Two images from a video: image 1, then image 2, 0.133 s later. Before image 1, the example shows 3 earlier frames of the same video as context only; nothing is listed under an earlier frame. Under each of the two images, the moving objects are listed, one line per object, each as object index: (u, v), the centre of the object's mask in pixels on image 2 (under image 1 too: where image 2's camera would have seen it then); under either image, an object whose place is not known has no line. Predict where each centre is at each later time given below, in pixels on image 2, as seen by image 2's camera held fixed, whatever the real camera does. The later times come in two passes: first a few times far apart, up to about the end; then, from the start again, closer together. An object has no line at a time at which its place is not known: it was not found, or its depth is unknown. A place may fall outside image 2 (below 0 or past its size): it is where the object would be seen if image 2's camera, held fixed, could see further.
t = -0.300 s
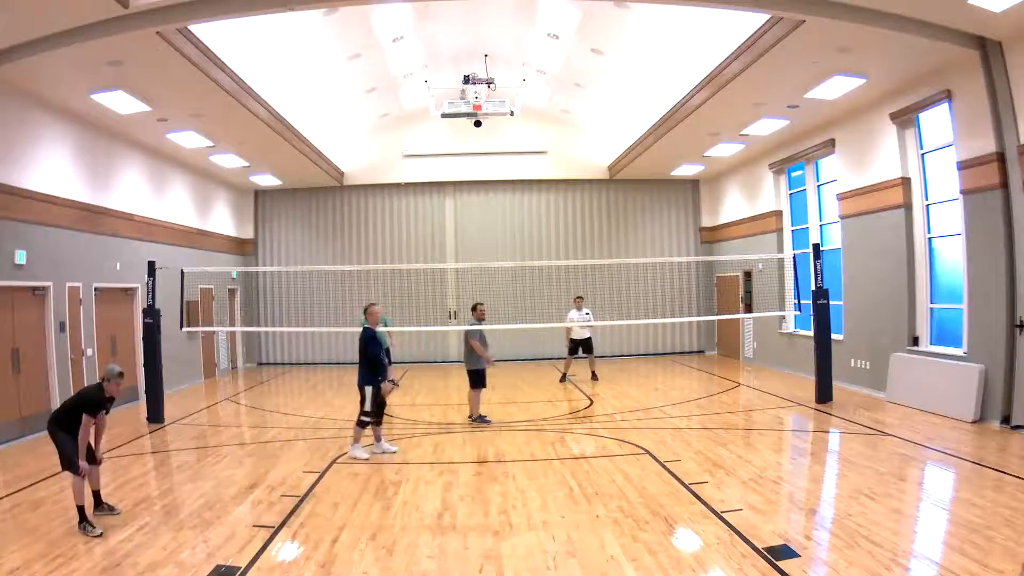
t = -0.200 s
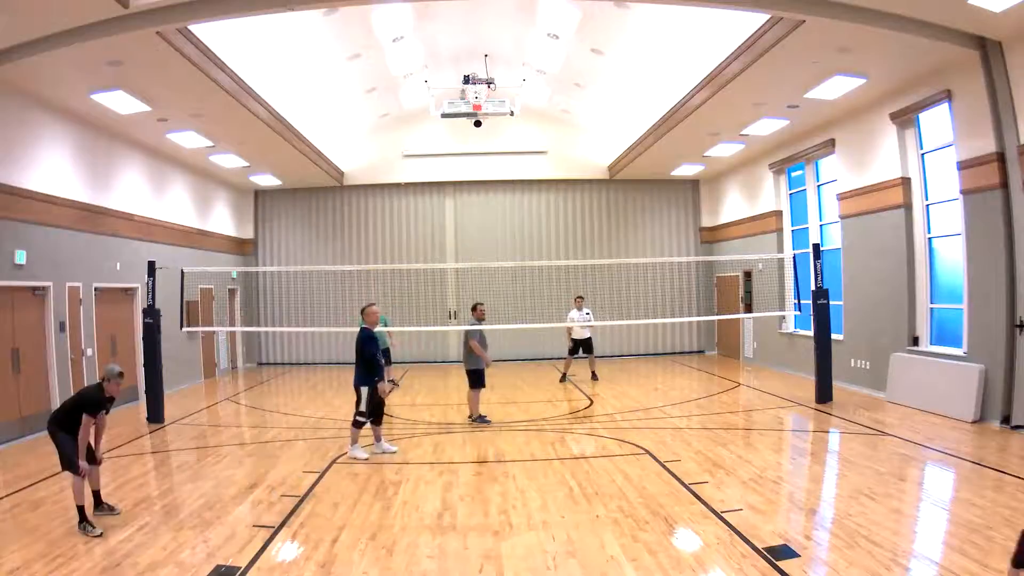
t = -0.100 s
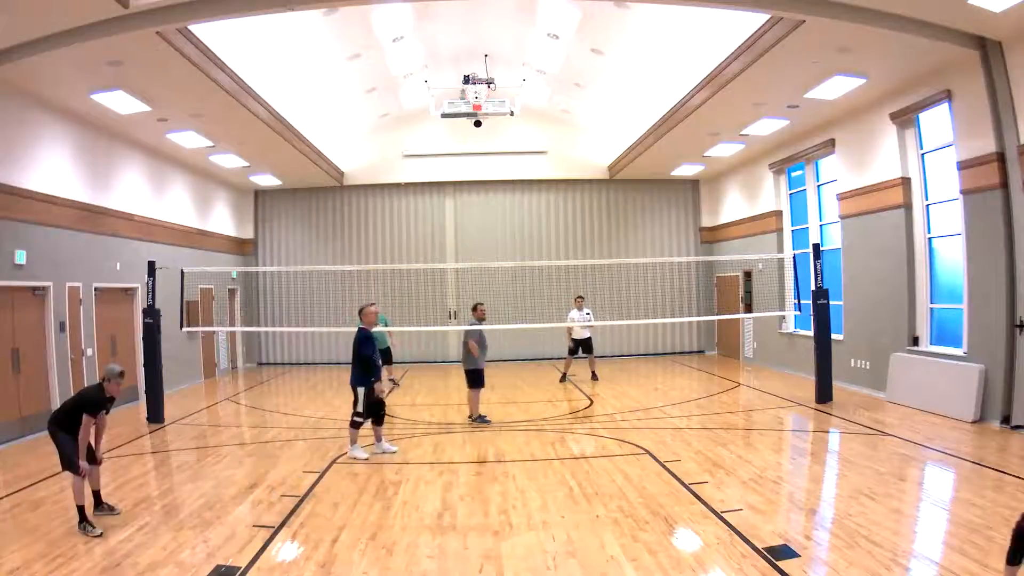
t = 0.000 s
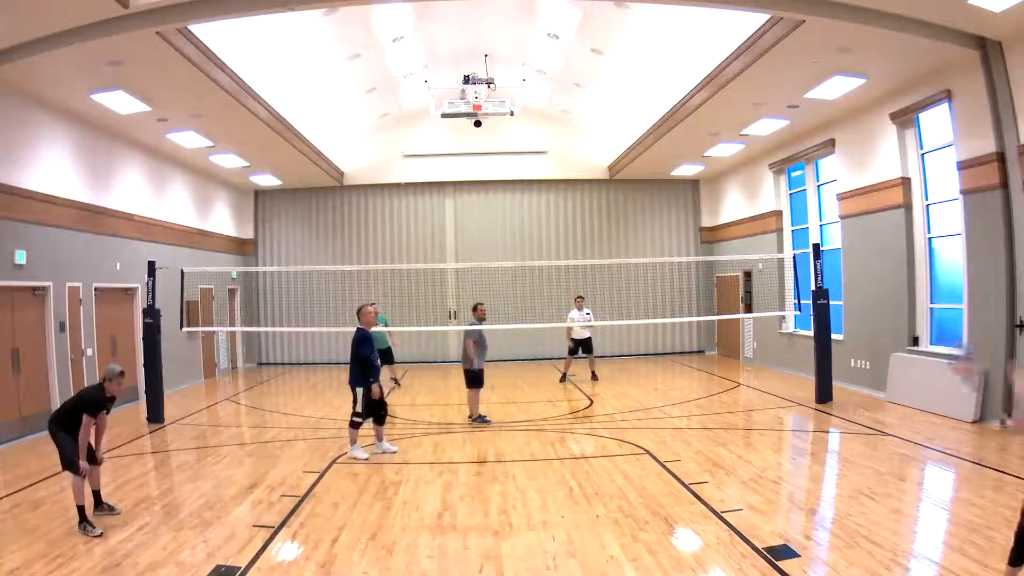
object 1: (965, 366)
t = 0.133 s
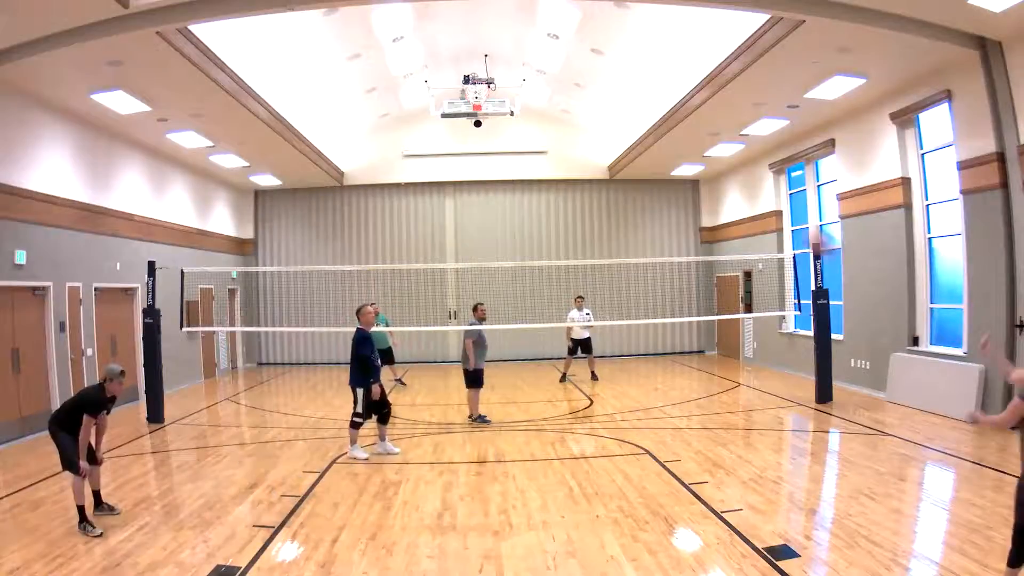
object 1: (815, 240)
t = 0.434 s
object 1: (615, 154)
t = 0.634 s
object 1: (539, 161)
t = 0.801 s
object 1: (496, 186)
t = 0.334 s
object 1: (668, 168)
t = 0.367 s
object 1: (652, 162)
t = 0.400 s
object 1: (636, 159)
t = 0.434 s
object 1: (615, 154)
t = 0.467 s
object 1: (600, 153)
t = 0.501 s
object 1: (586, 153)
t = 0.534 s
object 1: (573, 154)
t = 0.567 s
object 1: (560, 155)
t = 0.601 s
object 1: (551, 158)
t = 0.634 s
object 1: (539, 161)
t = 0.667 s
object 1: (529, 165)
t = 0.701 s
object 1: (520, 170)
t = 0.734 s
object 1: (511, 174)
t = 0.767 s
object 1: (502, 179)
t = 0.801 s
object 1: (496, 186)
